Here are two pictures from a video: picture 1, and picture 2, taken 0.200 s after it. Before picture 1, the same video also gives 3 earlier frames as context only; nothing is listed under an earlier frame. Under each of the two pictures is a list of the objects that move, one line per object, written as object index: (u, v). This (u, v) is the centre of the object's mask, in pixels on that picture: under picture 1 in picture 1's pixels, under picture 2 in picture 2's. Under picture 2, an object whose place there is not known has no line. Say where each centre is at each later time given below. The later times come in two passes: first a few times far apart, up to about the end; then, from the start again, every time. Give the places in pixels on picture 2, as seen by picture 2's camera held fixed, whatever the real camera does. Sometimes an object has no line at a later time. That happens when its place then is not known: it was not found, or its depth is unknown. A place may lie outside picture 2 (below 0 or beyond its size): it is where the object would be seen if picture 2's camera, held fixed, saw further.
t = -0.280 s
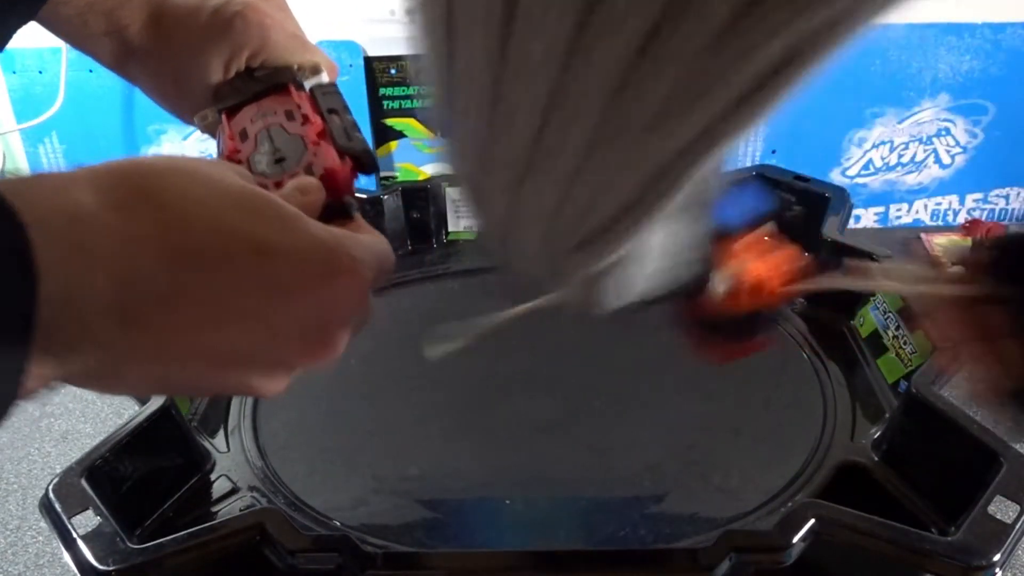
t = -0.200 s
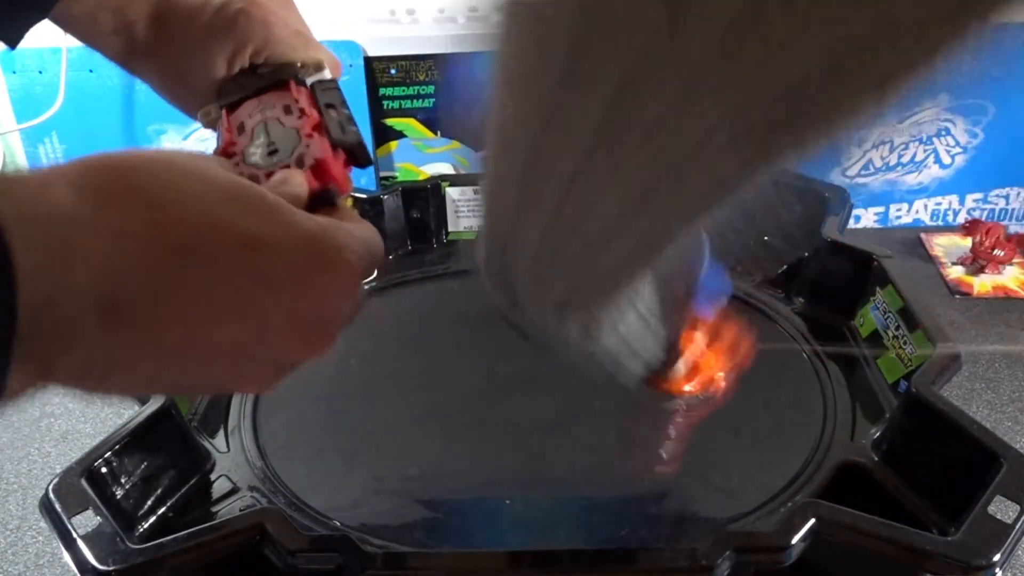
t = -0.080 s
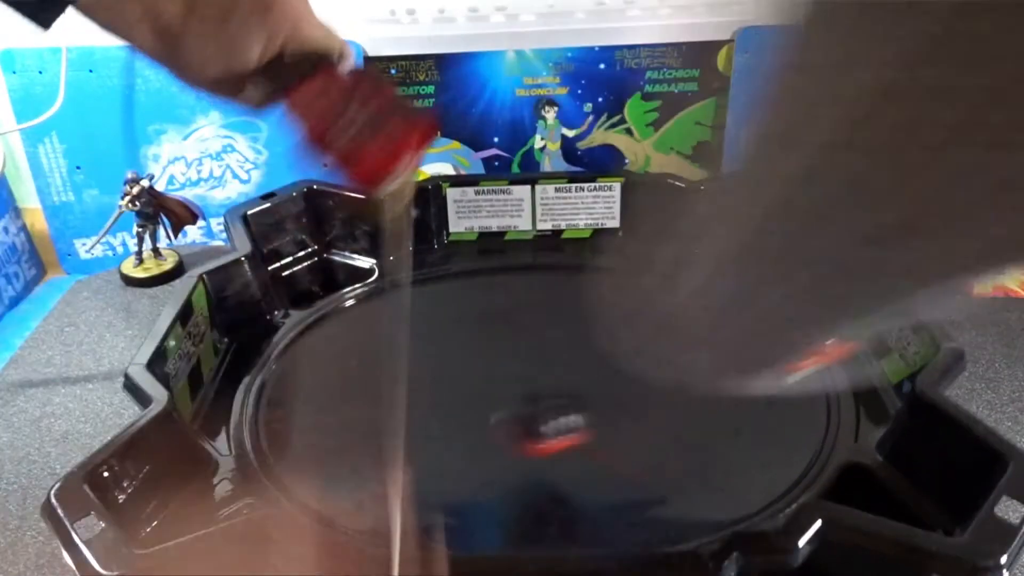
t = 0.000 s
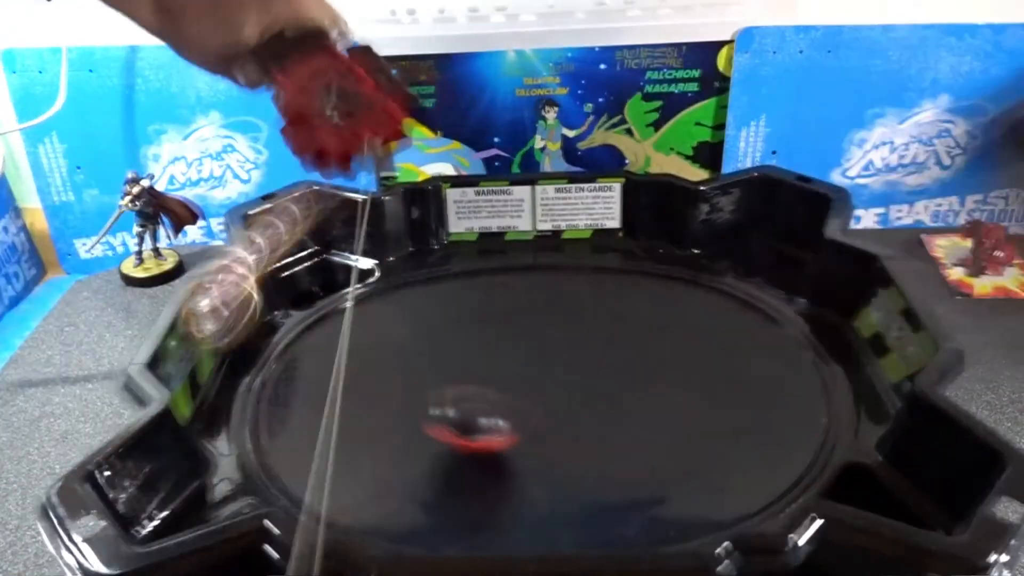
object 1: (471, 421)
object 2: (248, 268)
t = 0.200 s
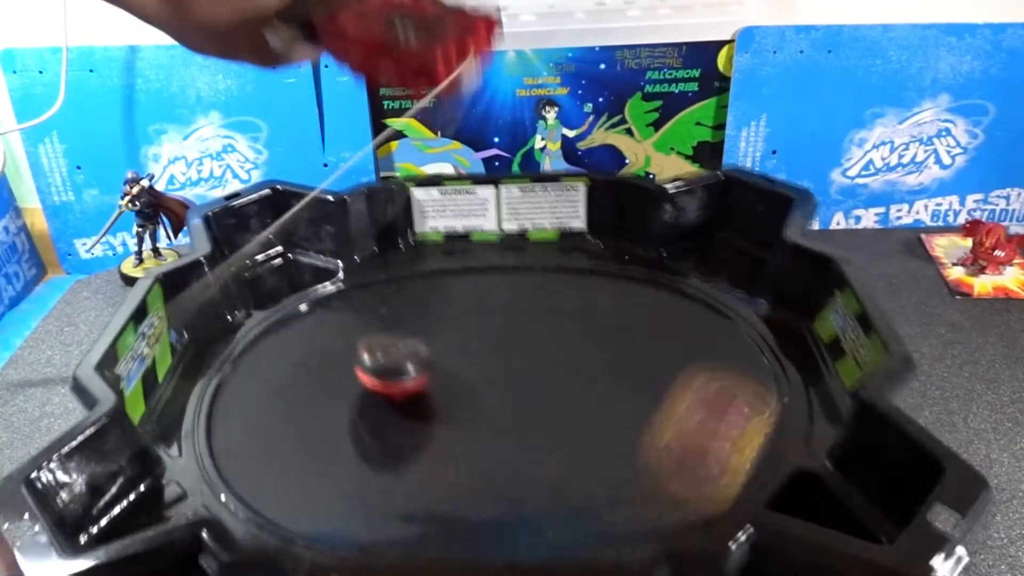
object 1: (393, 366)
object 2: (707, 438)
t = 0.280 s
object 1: (394, 346)
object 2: (772, 341)
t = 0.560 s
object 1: (486, 376)
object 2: (558, 309)
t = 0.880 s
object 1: (403, 512)
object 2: (479, 266)
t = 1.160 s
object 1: (454, 469)
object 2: (344, 337)
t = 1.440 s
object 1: (586, 435)
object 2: (409, 450)
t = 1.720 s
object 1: (703, 417)
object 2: (605, 443)
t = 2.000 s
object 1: (756, 417)
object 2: (599, 361)
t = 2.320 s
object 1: (712, 400)
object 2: (433, 355)
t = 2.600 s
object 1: (634, 359)
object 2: (379, 424)
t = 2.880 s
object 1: (597, 315)
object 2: (512, 426)
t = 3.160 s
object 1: (589, 300)
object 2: (532, 344)
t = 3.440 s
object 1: (549, 315)
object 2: (428, 362)
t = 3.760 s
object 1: (447, 339)
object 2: (491, 427)
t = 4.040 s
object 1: (373, 339)
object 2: (578, 372)
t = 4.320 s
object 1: (361, 359)
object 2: (494, 337)
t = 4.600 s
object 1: (352, 394)
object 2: (468, 385)
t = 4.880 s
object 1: (370, 421)
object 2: (568, 386)
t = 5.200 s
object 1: (421, 439)
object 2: (533, 351)
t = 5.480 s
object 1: (473, 464)
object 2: (512, 367)
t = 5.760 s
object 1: (494, 455)
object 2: (477, 349)
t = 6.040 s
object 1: (569, 409)
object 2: (482, 387)
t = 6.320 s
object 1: (670, 376)
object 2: (550, 399)
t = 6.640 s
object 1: (685, 383)
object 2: (540, 360)
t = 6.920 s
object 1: (636, 381)
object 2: (474, 385)
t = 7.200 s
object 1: (556, 369)
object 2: (467, 420)
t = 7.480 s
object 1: (476, 339)
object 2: (510, 400)
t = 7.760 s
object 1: (447, 331)
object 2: (516, 381)
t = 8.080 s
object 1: (426, 347)
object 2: (538, 372)
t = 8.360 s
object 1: (411, 380)
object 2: (503, 370)
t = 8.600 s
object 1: (411, 408)
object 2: (491, 375)
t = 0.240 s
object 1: (392, 355)
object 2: (747, 372)
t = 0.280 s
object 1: (394, 346)
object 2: (772, 341)
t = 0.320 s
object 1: (399, 343)
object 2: (784, 305)
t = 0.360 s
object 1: (409, 341)
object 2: (753, 291)
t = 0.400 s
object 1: (423, 342)
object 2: (702, 303)
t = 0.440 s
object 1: (441, 344)
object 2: (660, 314)
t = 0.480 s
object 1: (460, 348)
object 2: (618, 315)
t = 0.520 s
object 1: (484, 354)
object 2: (579, 318)
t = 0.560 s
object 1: (486, 376)
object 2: (558, 309)
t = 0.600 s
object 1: (464, 409)
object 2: (564, 288)
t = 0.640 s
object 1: (444, 444)
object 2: (565, 270)
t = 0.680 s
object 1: (427, 474)
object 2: (563, 260)
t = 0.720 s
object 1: (417, 495)
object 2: (553, 257)
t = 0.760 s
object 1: (410, 509)
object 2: (540, 257)
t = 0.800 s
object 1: (406, 515)
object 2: (523, 260)
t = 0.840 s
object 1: (403, 516)
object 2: (501, 262)
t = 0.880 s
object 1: (403, 512)
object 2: (479, 266)
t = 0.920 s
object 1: (405, 505)
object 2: (456, 271)
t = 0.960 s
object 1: (409, 498)
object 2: (432, 276)
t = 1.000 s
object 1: (414, 492)
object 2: (409, 284)
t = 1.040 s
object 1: (422, 485)
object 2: (389, 294)
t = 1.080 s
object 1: (430, 479)
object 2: (371, 307)
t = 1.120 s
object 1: (440, 474)
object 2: (356, 321)
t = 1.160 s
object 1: (454, 469)
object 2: (344, 337)
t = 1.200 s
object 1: (470, 463)
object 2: (338, 353)
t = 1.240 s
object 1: (488, 458)
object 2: (336, 373)
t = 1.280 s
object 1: (507, 454)
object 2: (340, 391)
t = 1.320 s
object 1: (527, 449)
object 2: (350, 408)
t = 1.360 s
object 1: (546, 445)
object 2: (364, 424)
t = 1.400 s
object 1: (566, 440)
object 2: (385, 439)
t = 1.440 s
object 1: (586, 435)
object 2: (409, 450)
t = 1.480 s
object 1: (605, 432)
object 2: (436, 459)
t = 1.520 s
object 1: (624, 427)
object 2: (465, 463)
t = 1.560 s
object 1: (644, 425)
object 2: (495, 465)
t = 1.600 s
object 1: (662, 422)
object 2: (526, 464)
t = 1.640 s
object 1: (678, 419)
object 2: (554, 460)
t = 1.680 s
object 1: (691, 417)
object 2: (582, 452)
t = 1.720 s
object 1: (703, 417)
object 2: (605, 443)
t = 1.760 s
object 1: (719, 417)
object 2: (618, 433)
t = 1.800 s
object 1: (731, 415)
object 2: (625, 423)
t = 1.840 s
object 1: (744, 415)
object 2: (630, 410)
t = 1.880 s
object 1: (750, 414)
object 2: (630, 395)
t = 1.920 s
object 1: (755, 416)
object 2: (624, 382)
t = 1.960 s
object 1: (756, 417)
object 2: (614, 371)
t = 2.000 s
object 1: (756, 417)
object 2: (599, 361)
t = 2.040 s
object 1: (755, 417)
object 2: (580, 354)
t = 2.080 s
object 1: (753, 416)
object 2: (560, 349)
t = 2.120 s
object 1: (749, 415)
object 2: (539, 346)
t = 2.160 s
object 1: (745, 413)
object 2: (517, 344)
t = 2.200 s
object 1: (739, 411)
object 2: (495, 345)
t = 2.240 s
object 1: (730, 406)
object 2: (474, 347)
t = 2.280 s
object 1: (722, 404)
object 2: (453, 350)
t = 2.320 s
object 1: (712, 400)
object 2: (433, 355)
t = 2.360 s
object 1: (702, 396)
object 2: (415, 362)
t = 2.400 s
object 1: (691, 392)
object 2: (399, 370)
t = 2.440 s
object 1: (680, 388)
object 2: (386, 379)
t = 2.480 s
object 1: (667, 382)
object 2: (376, 389)
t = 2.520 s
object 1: (656, 375)
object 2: (372, 401)
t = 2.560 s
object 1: (645, 368)
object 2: (372, 413)
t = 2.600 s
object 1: (634, 359)
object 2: (379, 424)
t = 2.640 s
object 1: (626, 353)
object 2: (391, 434)
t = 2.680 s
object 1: (619, 346)
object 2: (407, 441)
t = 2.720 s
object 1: (612, 337)
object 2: (428, 445)
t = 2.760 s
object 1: (607, 332)
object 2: (450, 445)
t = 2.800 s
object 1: (602, 325)
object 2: (473, 442)
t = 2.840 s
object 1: (599, 319)
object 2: (494, 436)
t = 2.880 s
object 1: (597, 315)
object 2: (512, 426)
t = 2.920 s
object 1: (595, 309)
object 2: (528, 414)
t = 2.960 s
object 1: (593, 305)
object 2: (539, 401)
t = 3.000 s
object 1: (592, 302)
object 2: (546, 389)
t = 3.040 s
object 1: (592, 302)
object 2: (549, 376)
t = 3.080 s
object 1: (591, 300)
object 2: (547, 364)
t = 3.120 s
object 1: (590, 299)
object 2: (542, 352)
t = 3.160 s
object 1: (589, 300)
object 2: (532, 344)
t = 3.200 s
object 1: (587, 300)
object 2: (517, 340)
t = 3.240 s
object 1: (584, 302)
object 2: (502, 339)
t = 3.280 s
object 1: (580, 304)
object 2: (484, 339)
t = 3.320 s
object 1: (575, 308)
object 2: (468, 342)
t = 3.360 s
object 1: (567, 309)
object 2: (453, 347)
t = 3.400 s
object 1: (559, 312)
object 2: (439, 354)
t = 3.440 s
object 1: (549, 315)
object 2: (428, 362)
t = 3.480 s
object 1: (538, 319)
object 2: (420, 372)
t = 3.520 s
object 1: (527, 323)
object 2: (416, 384)
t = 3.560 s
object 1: (514, 325)
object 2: (419, 395)
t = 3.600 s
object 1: (501, 329)
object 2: (426, 406)
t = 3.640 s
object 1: (488, 332)
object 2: (438, 415)
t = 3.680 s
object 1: (474, 335)
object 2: (454, 422)
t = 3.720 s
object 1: (461, 337)
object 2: (472, 426)
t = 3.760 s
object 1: (447, 339)
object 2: (491, 427)
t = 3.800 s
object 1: (434, 340)
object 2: (511, 425)
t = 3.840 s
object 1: (421, 341)
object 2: (529, 420)
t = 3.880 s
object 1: (409, 341)
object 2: (545, 414)
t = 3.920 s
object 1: (398, 341)
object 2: (559, 405)
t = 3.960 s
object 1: (388, 340)
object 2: (569, 395)
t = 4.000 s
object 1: (380, 340)
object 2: (576, 384)
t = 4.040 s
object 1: (373, 339)
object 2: (578, 372)
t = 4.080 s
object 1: (369, 340)
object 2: (574, 361)
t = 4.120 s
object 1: (366, 343)
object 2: (566, 352)
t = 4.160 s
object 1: (365, 345)
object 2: (555, 345)
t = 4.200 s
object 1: (364, 348)
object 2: (542, 339)
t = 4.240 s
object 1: (363, 352)
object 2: (526, 336)
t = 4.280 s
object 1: (362, 355)
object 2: (510, 336)
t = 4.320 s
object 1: (361, 359)
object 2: (494, 337)
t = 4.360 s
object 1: (361, 364)
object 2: (477, 341)
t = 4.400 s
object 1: (361, 367)
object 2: (462, 347)
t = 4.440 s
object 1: (362, 373)
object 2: (450, 354)
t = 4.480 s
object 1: (358, 378)
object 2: (447, 362)
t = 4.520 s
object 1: (354, 385)
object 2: (451, 370)
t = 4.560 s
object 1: (352, 390)
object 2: (458, 379)
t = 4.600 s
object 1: (352, 394)
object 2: (468, 385)
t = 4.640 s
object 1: (351, 397)
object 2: (481, 388)
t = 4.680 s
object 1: (353, 402)
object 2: (495, 389)
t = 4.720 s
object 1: (355, 406)
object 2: (510, 391)
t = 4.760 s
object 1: (358, 410)
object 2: (525, 392)
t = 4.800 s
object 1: (361, 414)
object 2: (540, 393)
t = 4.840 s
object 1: (365, 417)
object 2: (555, 391)
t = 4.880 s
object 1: (370, 421)
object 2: (568, 386)
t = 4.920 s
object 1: (375, 424)
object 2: (577, 380)
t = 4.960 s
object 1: (380, 427)
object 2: (583, 371)
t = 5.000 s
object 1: (386, 430)
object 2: (584, 363)
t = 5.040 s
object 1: (393, 432)
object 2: (581, 356)
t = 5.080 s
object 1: (400, 434)
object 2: (572, 350)
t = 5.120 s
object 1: (406, 436)
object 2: (561, 348)
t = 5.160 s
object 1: (414, 438)
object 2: (547, 348)
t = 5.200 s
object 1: (421, 439)
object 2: (533, 351)
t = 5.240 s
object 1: (430, 440)
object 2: (520, 356)
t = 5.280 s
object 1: (439, 440)
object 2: (508, 364)
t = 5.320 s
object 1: (449, 441)
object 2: (500, 372)
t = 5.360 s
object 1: (460, 442)
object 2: (497, 379)
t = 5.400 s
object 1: (466, 451)
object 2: (501, 379)
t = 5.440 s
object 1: (470, 459)
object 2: (506, 373)
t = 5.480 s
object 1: (473, 464)
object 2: (512, 367)
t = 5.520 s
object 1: (475, 466)
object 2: (514, 360)
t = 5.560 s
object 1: (477, 466)
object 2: (511, 355)
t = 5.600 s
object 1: (480, 465)
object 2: (506, 350)
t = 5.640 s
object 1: (483, 464)
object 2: (499, 347)
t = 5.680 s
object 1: (486, 462)
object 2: (492, 346)
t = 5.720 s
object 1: (489, 458)
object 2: (484, 347)
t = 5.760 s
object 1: (494, 455)
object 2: (477, 349)
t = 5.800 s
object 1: (499, 451)
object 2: (472, 353)
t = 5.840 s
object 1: (504, 446)
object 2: (468, 358)
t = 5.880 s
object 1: (513, 441)
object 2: (465, 365)
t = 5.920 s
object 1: (525, 433)
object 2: (465, 372)
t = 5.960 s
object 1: (539, 425)
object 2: (467, 379)
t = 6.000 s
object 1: (553, 417)
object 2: (473, 384)
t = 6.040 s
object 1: (569, 409)
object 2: (482, 387)
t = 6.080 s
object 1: (585, 401)
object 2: (491, 390)
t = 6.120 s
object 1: (600, 393)
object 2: (501, 393)
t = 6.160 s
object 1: (615, 387)
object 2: (510, 396)
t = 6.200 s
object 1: (631, 385)
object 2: (520, 398)
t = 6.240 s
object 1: (645, 378)
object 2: (528, 400)
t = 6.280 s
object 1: (658, 378)
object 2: (538, 401)
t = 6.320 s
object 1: (670, 376)
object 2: (550, 399)
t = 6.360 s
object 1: (680, 374)
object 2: (561, 395)
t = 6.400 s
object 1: (688, 374)
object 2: (570, 389)
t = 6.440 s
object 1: (692, 376)
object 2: (575, 382)
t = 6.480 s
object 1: (694, 377)
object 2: (574, 375)
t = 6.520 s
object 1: (693, 378)
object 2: (570, 368)
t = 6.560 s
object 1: (691, 381)
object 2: (562, 363)
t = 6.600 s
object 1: (689, 383)
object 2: (552, 360)
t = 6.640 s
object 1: (685, 383)
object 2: (540, 360)
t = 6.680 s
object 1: (681, 384)
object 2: (527, 360)
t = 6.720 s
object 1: (677, 384)
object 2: (513, 363)
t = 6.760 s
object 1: (671, 384)
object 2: (501, 367)
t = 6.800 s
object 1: (663, 384)
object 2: (492, 372)
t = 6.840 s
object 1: (655, 383)
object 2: (485, 376)
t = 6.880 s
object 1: (645, 382)
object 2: (479, 381)
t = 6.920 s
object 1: (636, 381)
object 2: (474, 385)
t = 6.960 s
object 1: (626, 380)
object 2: (468, 389)
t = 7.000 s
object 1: (616, 379)
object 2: (462, 394)
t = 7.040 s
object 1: (605, 378)
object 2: (458, 399)
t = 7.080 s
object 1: (593, 375)
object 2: (456, 405)
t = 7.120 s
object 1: (583, 376)
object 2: (458, 411)
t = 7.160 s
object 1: (570, 372)
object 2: (461, 416)
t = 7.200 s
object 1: (556, 369)
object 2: (467, 420)
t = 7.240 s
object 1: (543, 365)
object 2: (475, 422)
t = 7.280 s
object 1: (531, 360)
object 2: (484, 422)
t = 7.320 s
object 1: (518, 355)
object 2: (492, 420)
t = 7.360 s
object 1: (505, 349)
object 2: (499, 416)
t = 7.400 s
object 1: (494, 345)
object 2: (505, 411)
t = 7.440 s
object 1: (484, 343)
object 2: (509, 405)
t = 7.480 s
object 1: (476, 339)
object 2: (510, 400)
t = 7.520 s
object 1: (471, 336)
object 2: (507, 394)
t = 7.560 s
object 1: (467, 334)
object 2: (505, 388)
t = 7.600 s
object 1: (462, 332)
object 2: (503, 382)
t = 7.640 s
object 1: (456, 330)
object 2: (506, 381)
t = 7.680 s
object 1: (453, 330)
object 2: (509, 381)
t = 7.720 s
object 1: (450, 330)
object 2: (513, 381)
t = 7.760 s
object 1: (447, 331)
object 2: (516, 381)
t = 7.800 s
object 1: (444, 332)
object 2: (520, 381)
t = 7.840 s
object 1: (441, 331)
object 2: (524, 381)
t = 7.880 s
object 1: (439, 332)
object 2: (528, 380)
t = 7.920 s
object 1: (436, 334)
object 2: (532, 379)
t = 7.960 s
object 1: (434, 338)
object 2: (536, 378)
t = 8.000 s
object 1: (430, 339)
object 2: (539, 377)
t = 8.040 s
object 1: (428, 344)
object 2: (540, 375)
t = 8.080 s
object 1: (426, 347)
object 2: (538, 372)
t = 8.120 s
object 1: (422, 350)
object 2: (534, 370)
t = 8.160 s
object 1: (420, 354)
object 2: (529, 368)
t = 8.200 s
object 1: (418, 360)
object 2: (523, 367)
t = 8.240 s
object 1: (416, 363)
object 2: (516, 367)
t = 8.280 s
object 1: (414, 370)
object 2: (510, 368)
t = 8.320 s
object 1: (412, 374)
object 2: (506, 369)
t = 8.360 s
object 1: (411, 380)
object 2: (503, 370)
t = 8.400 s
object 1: (410, 384)
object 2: (501, 371)
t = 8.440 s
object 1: (410, 389)
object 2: (499, 372)
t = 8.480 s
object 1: (410, 395)
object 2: (498, 373)
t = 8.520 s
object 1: (409, 399)
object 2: (496, 374)
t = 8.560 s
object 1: (410, 403)
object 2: (493, 375)
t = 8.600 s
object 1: (411, 408)
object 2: (491, 375)
